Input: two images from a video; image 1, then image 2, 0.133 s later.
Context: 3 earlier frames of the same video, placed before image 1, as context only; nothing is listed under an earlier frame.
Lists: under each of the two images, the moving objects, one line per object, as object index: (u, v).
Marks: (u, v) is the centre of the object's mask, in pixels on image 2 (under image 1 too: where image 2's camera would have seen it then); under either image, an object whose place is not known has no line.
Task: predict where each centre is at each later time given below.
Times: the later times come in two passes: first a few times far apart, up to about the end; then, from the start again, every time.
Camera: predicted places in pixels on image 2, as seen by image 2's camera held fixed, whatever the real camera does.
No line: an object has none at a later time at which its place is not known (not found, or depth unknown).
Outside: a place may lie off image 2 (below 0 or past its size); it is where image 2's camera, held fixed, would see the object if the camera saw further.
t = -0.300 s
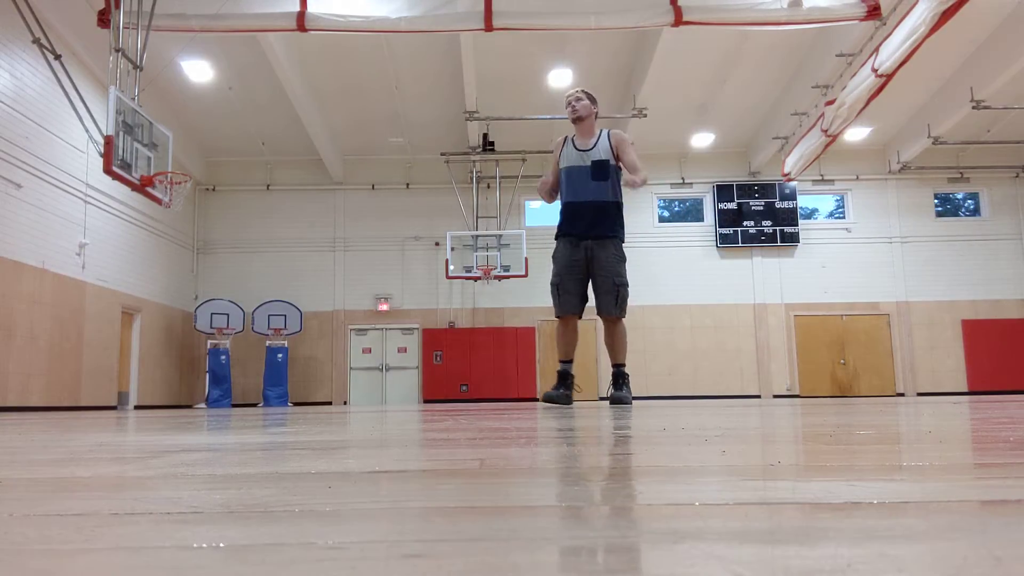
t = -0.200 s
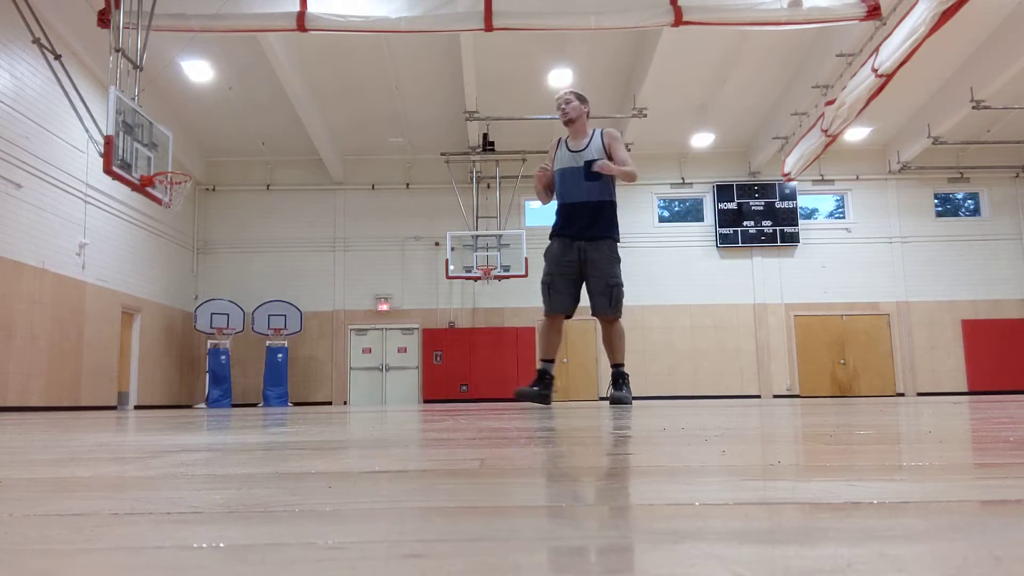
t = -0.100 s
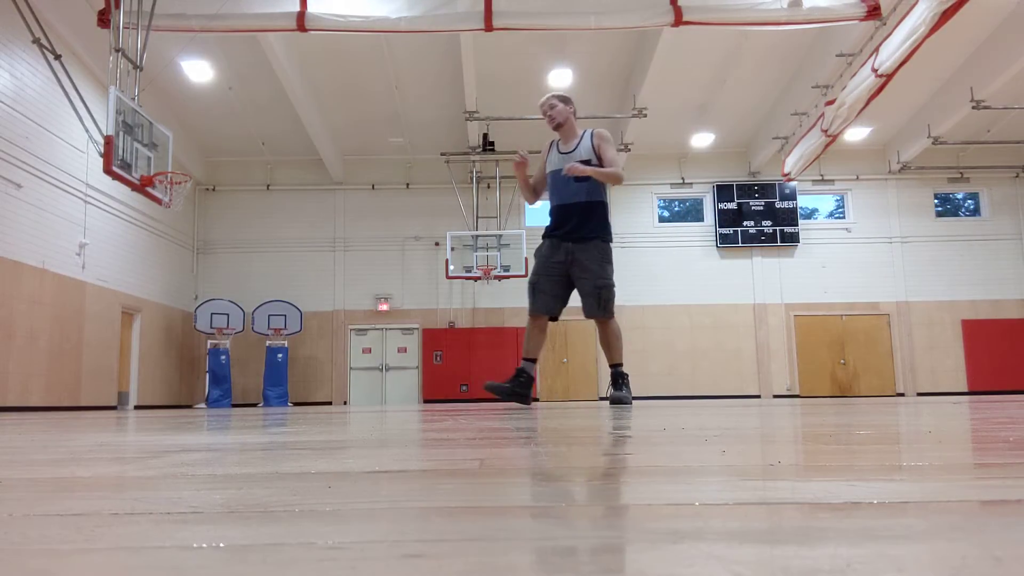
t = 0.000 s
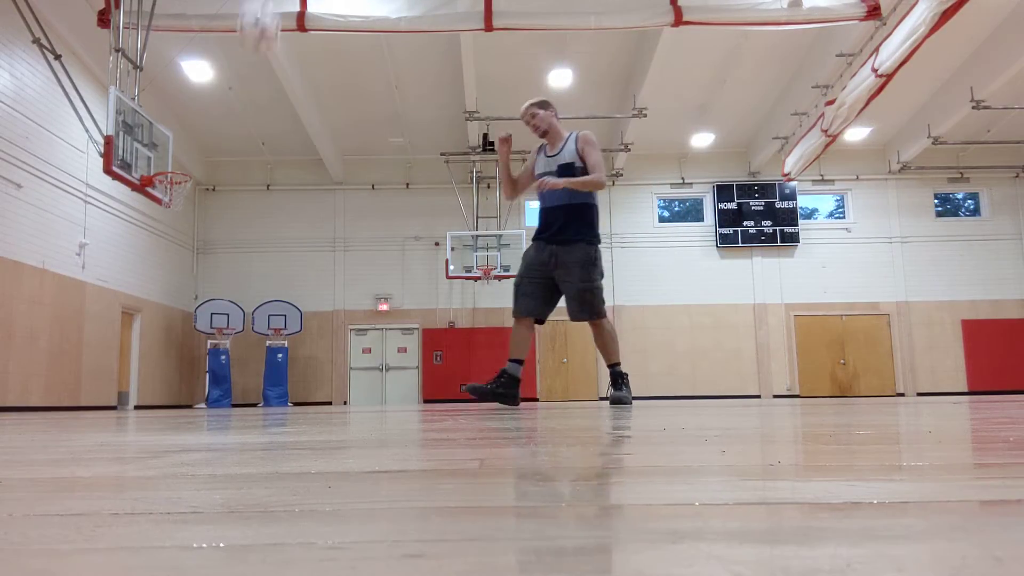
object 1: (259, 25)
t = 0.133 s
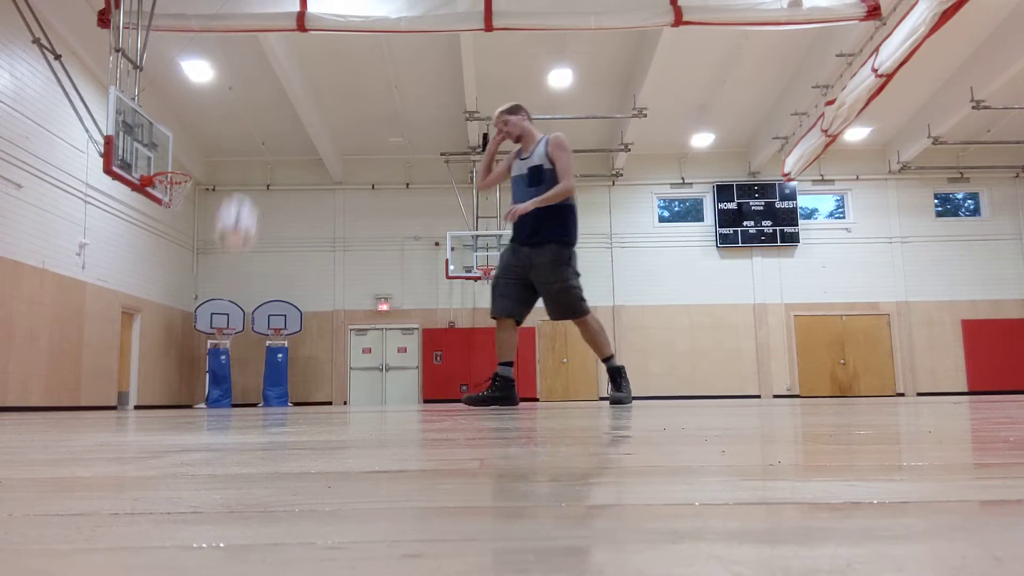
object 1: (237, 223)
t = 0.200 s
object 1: (225, 339)
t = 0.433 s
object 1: (204, 245)
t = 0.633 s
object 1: (188, 177)
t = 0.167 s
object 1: (231, 276)
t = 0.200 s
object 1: (225, 339)
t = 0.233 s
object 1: (219, 391)
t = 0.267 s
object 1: (216, 367)
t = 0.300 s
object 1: (213, 338)
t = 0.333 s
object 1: (211, 311)
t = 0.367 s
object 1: (209, 286)
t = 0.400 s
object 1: (206, 264)
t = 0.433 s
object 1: (204, 245)
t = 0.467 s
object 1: (201, 227)
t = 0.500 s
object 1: (199, 213)
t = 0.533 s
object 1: (196, 200)
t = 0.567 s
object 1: (194, 190)
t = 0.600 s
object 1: (190, 182)
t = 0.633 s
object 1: (188, 177)
